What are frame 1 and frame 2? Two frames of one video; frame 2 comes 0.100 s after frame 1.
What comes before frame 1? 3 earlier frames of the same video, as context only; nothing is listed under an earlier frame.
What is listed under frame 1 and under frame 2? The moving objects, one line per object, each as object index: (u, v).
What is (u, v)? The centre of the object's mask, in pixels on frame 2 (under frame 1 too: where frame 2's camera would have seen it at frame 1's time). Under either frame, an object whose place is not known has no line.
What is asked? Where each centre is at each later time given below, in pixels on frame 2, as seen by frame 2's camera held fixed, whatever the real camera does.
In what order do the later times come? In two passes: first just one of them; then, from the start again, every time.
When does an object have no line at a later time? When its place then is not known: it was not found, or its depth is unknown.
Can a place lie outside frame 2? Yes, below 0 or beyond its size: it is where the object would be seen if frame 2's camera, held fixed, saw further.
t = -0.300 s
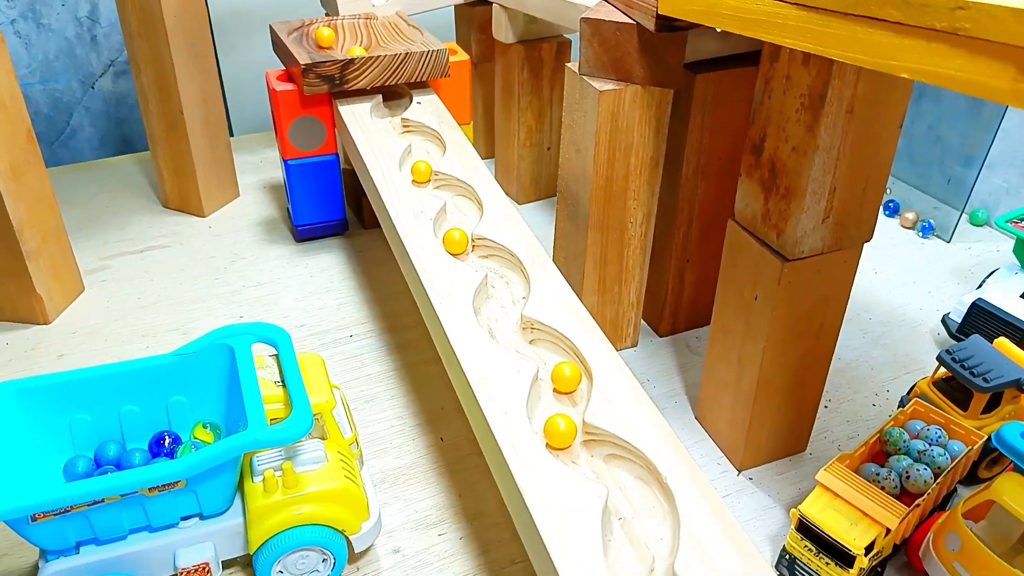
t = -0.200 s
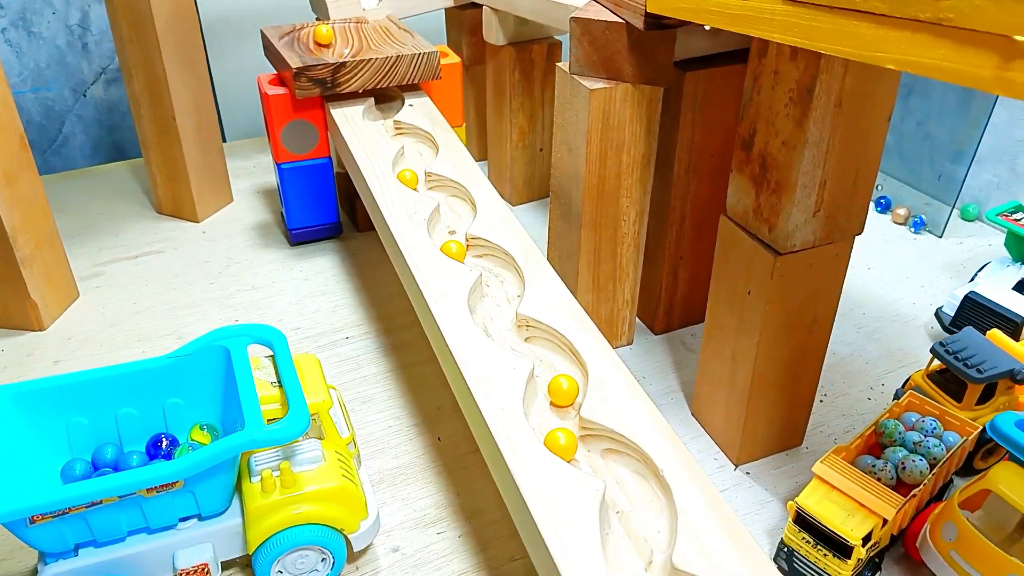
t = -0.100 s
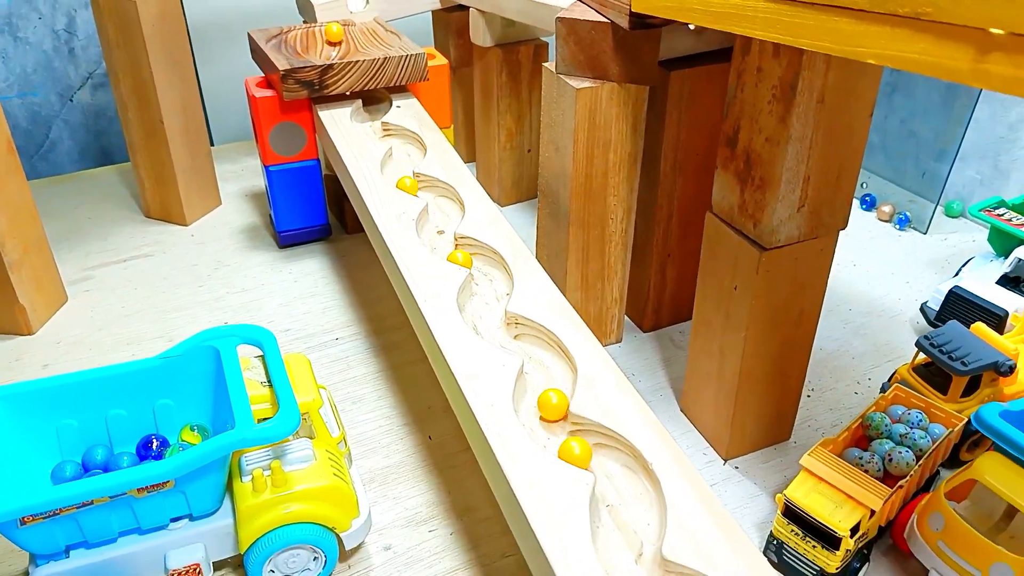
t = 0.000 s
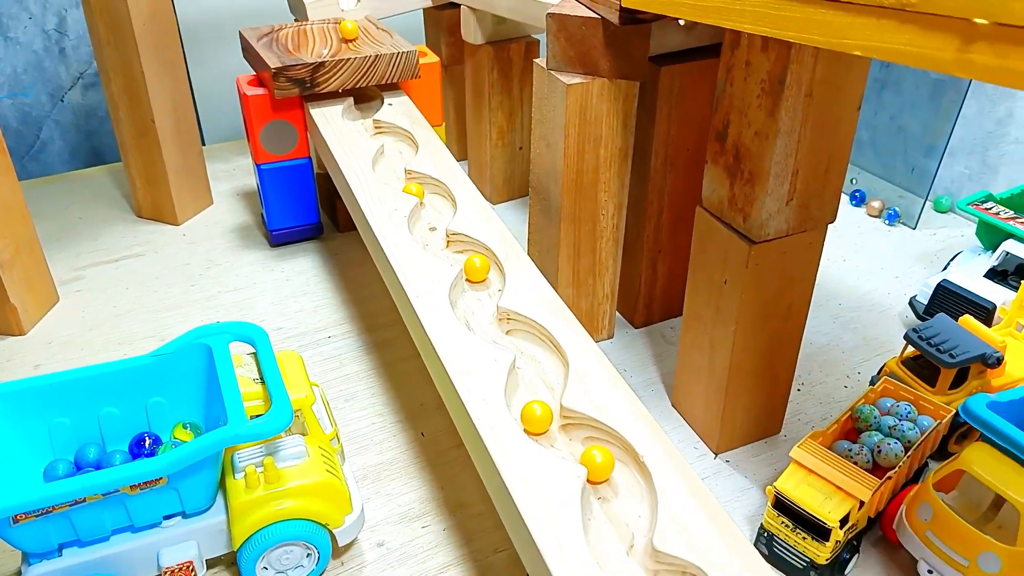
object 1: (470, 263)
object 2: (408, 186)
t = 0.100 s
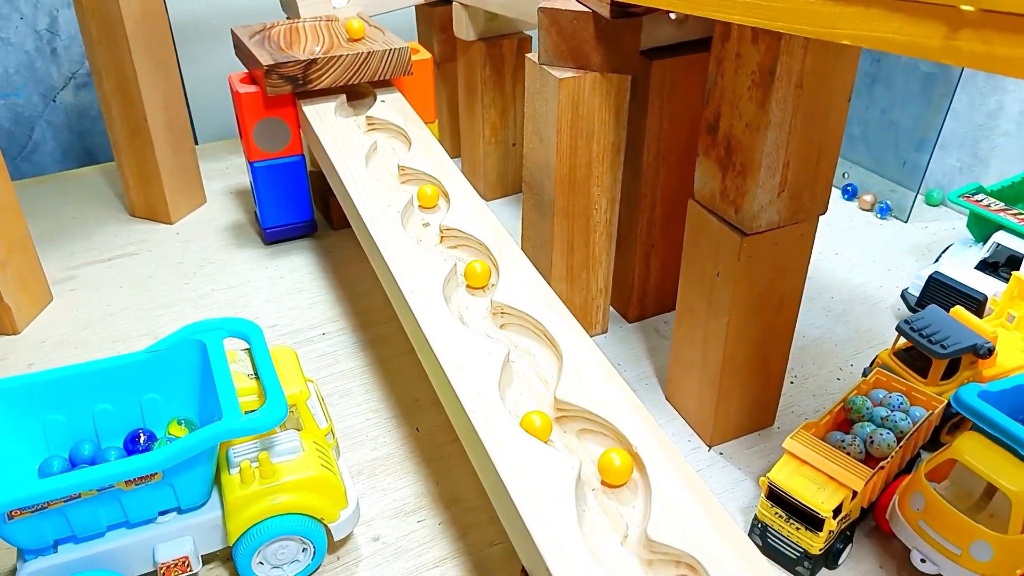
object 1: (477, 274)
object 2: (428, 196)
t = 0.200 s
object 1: (479, 288)
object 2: (429, 203)
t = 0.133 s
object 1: (477, 279)
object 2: (432, 198)
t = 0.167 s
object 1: (478, 283)
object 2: (430, 200)
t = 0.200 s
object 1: (479, 288)
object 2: (429, 203)
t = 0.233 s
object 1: (480, 294)
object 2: (428, 207)
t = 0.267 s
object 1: (477, 298)
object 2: (430, 210)
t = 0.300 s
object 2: (432, 214)
